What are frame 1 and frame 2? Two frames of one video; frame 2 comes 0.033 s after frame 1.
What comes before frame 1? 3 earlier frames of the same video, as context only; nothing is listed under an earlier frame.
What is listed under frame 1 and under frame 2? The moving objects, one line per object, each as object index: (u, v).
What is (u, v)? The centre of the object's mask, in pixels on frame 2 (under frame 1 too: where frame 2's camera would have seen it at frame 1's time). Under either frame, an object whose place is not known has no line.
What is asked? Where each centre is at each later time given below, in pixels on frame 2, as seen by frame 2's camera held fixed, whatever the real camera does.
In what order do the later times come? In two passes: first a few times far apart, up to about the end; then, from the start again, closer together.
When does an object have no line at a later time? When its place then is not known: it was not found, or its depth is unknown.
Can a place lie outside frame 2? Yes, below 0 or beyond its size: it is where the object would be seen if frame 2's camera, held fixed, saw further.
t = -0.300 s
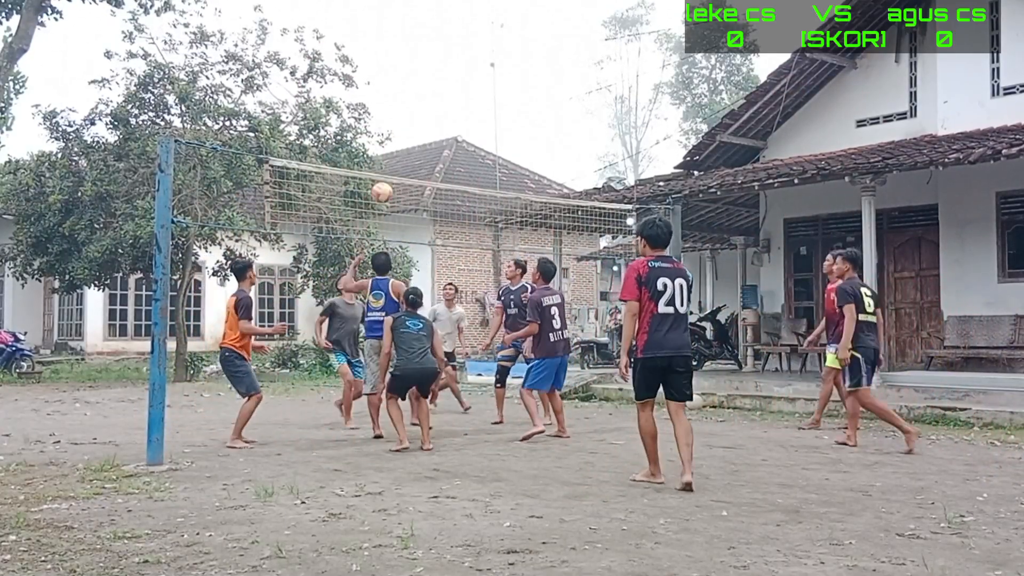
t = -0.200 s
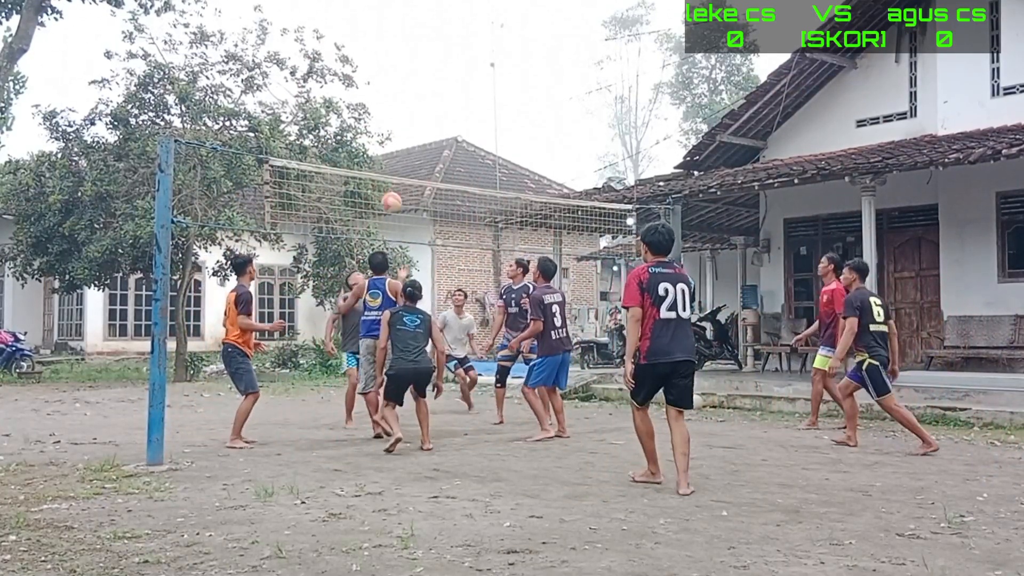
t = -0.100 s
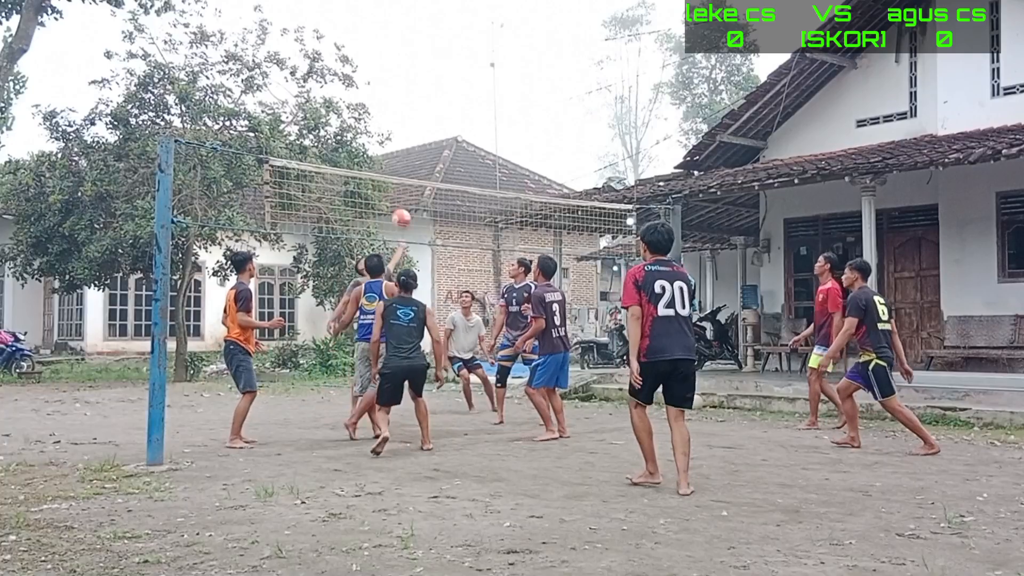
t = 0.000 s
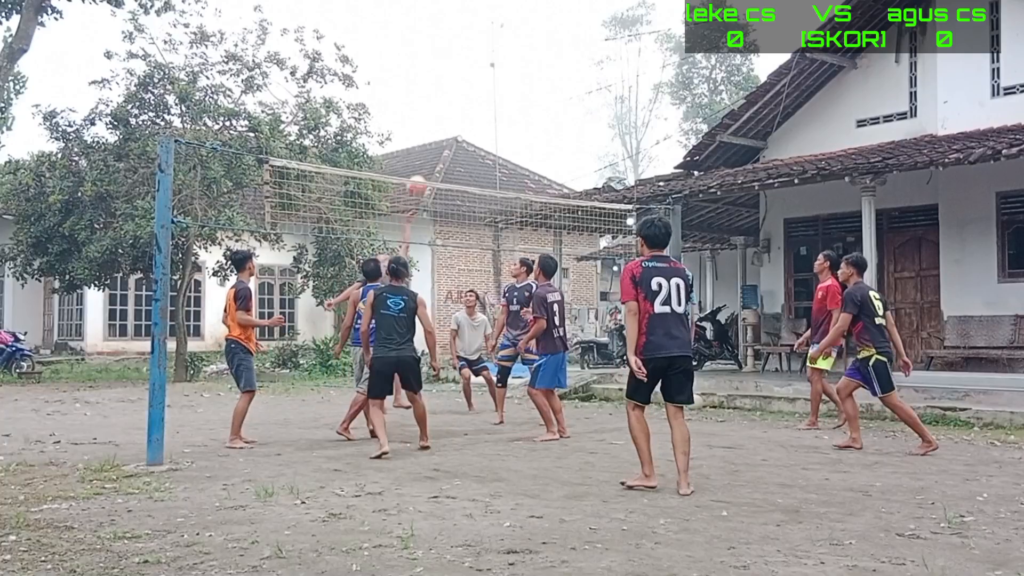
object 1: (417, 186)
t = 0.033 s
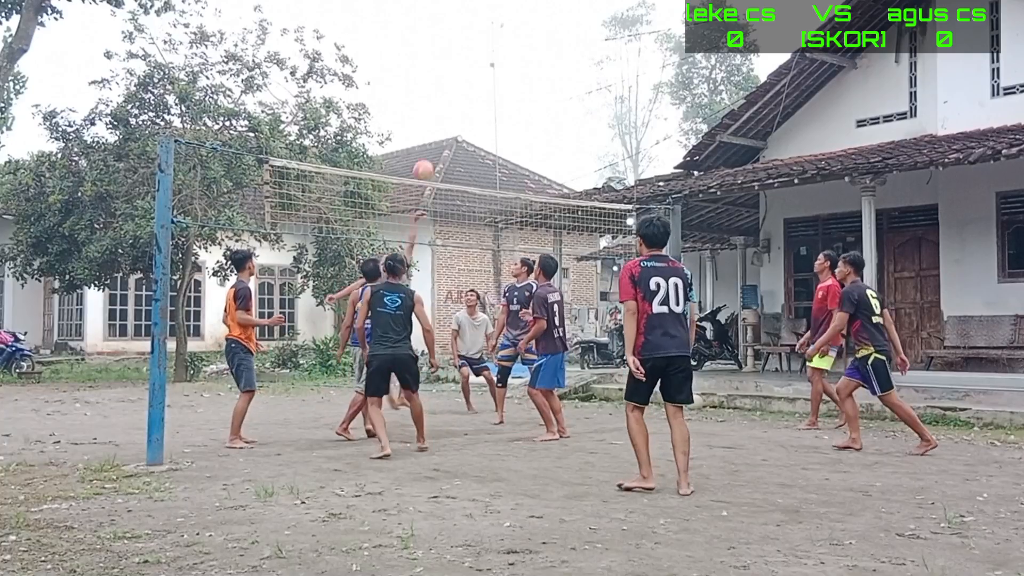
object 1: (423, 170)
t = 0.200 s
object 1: (457, 106)
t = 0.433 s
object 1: (507, 53)
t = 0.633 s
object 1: (551, 46)
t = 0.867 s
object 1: (607, 94)
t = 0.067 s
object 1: (430, 155)
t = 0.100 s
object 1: (436, 144)
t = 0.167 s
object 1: (450, 118)
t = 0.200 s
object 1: (457, 106)
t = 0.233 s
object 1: (464, 95)
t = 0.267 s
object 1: (471, 85)
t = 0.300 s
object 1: (478, 77)
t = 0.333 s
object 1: (484, 70)
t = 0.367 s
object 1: (492, 62)
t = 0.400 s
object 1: (499, 57)
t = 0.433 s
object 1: (507, 53)
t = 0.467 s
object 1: (513, 48)
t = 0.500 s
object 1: (521, 46)
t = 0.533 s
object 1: (528, 45)
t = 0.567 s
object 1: (536, 45)
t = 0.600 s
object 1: (543, 44)
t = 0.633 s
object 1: (551, 46)
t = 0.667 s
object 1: (559, 49)
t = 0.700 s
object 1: (567, 53)
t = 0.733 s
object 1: (575, 59)
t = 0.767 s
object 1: (583, 67)
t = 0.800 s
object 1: (591, 75)
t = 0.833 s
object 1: (599, 83)
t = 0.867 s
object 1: (607, 94)
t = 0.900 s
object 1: (616, 106)
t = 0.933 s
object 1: (624, 118)
